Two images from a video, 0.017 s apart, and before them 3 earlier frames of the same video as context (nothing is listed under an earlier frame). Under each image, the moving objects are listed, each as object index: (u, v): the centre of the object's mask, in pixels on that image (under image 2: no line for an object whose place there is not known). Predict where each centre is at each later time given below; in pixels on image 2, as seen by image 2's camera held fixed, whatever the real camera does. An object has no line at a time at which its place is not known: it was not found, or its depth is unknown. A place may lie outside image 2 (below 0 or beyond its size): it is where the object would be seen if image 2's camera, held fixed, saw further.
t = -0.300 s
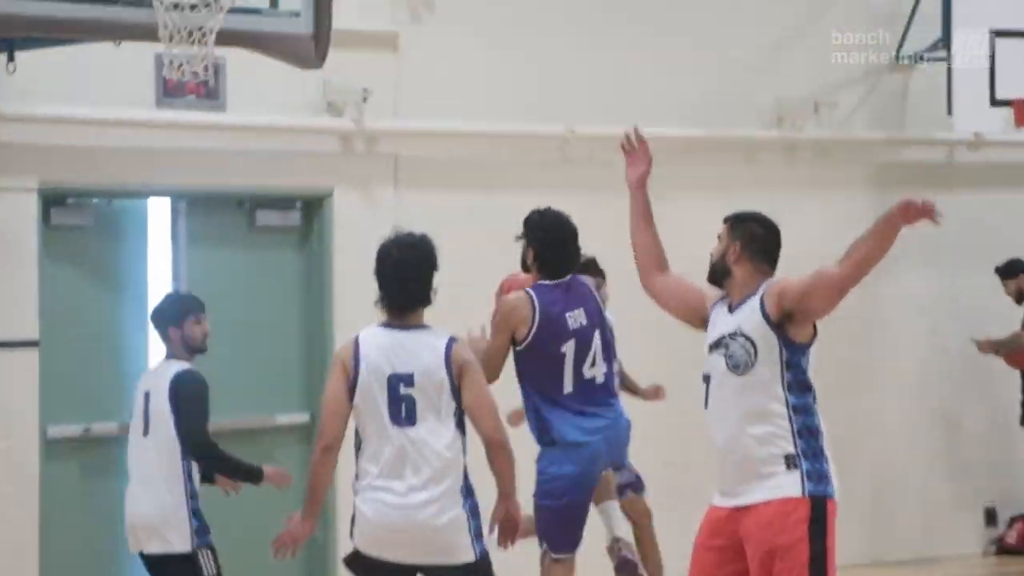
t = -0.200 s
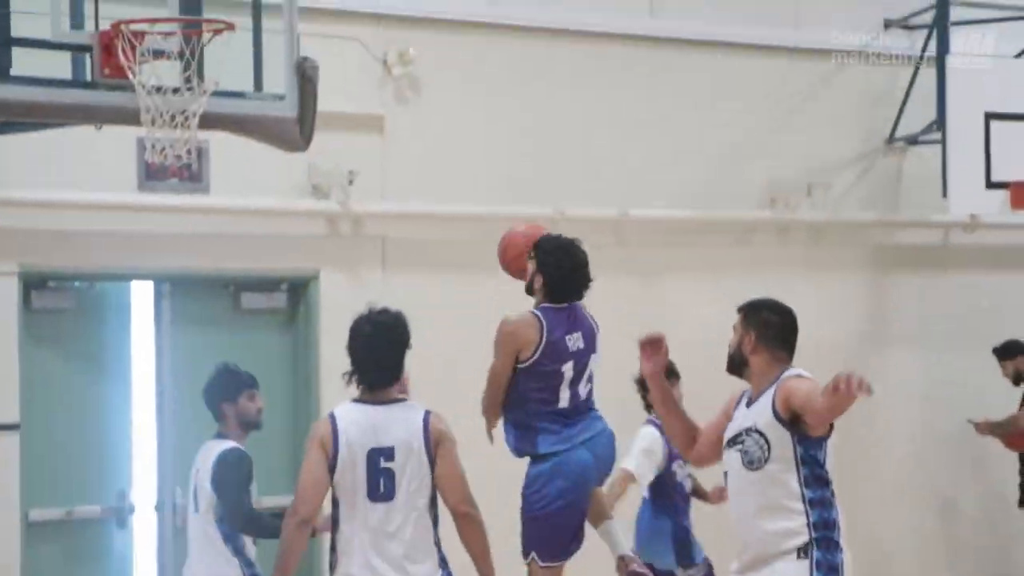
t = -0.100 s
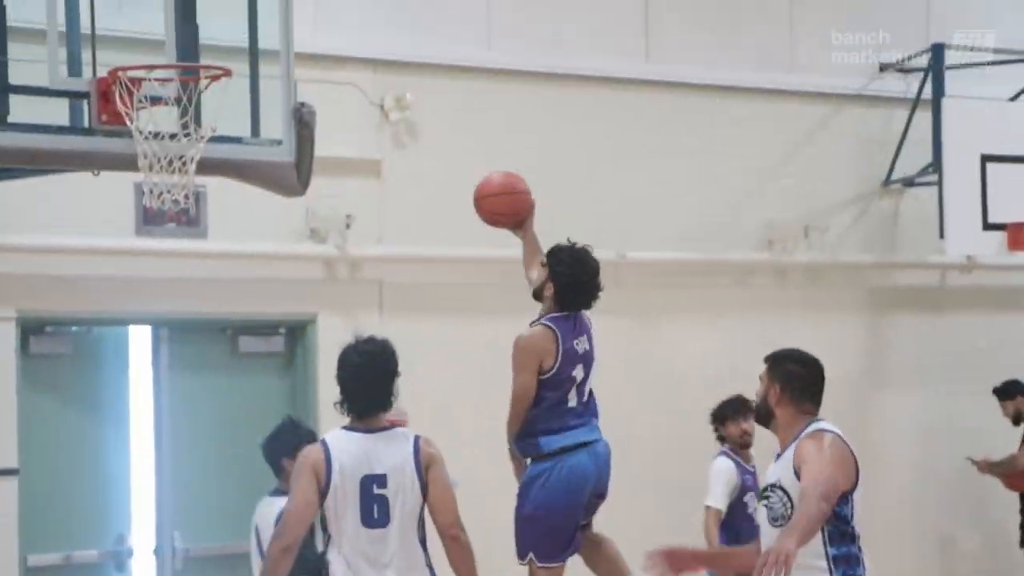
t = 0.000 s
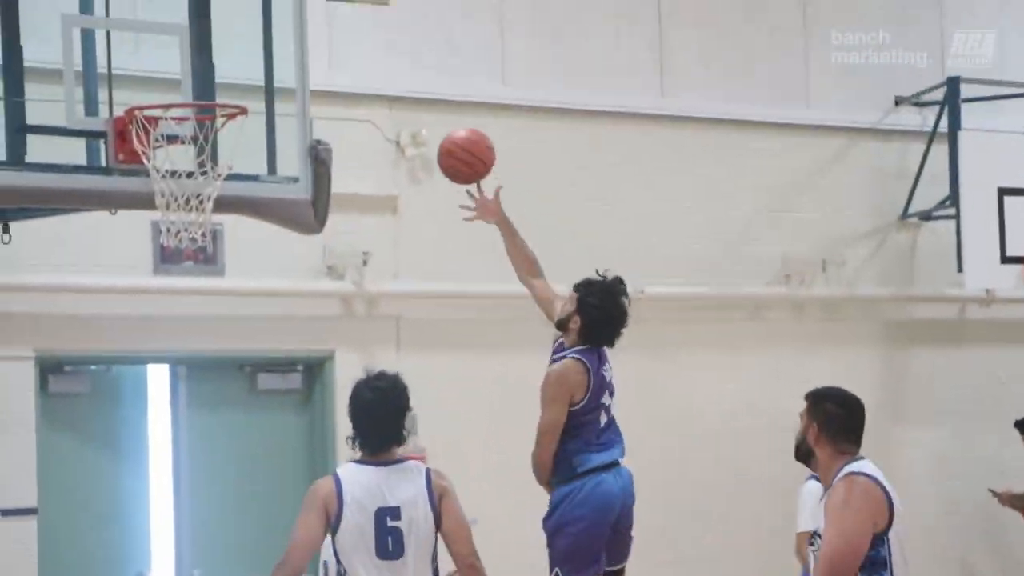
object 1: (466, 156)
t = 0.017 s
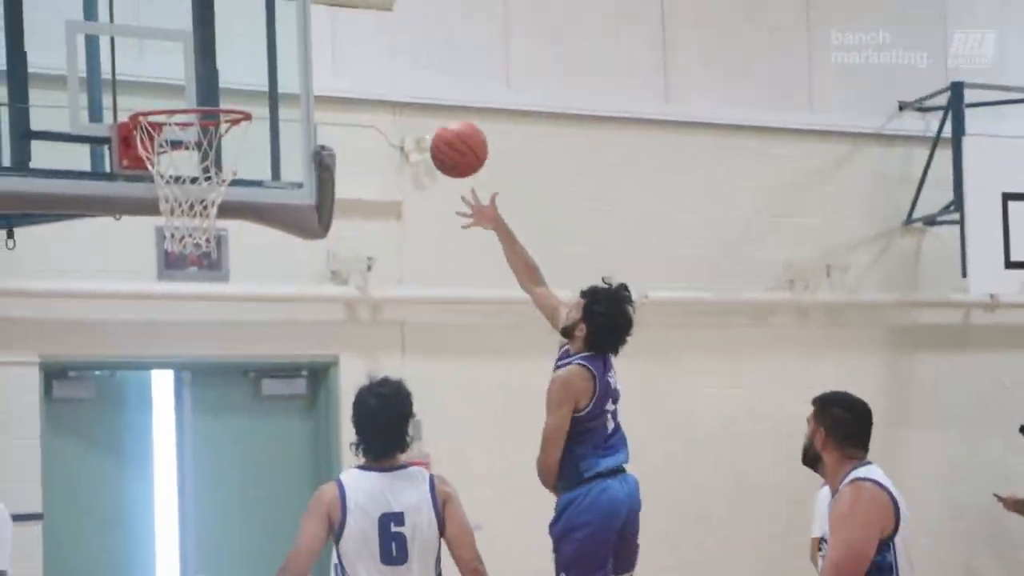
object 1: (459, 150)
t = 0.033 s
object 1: (448, 138)
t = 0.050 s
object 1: (437, 128)
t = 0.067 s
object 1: (427, 118)
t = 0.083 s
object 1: (416, 109)
